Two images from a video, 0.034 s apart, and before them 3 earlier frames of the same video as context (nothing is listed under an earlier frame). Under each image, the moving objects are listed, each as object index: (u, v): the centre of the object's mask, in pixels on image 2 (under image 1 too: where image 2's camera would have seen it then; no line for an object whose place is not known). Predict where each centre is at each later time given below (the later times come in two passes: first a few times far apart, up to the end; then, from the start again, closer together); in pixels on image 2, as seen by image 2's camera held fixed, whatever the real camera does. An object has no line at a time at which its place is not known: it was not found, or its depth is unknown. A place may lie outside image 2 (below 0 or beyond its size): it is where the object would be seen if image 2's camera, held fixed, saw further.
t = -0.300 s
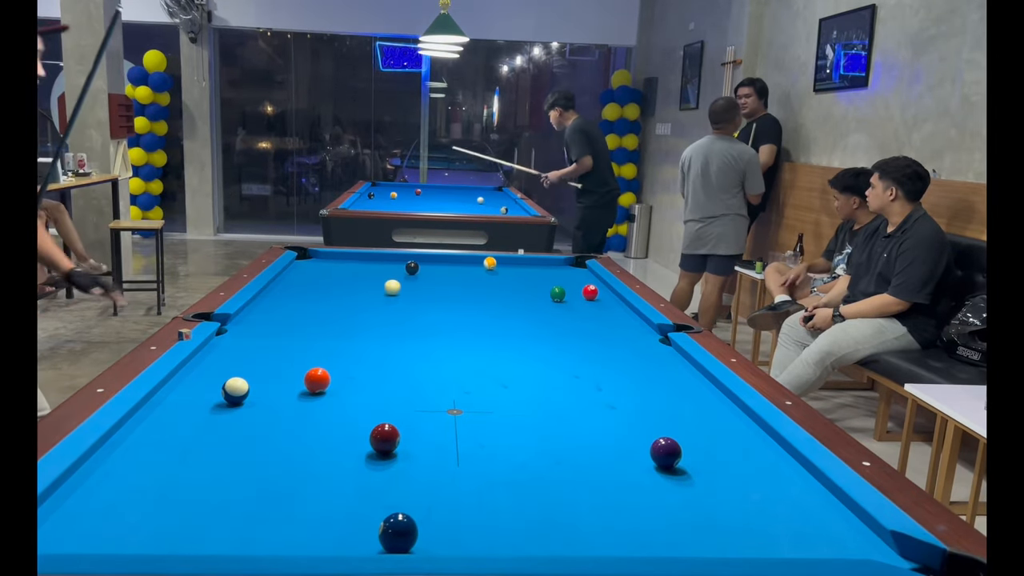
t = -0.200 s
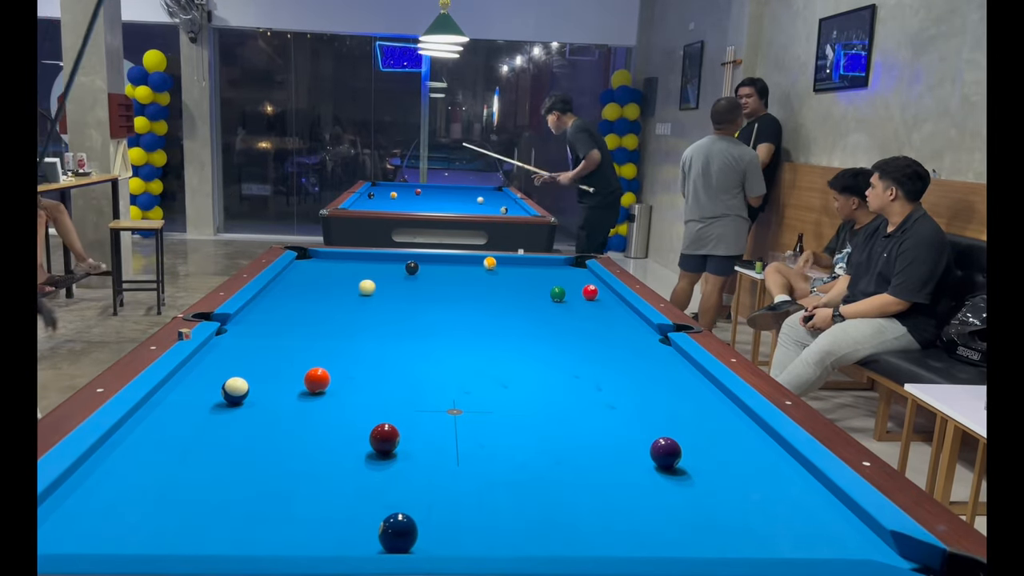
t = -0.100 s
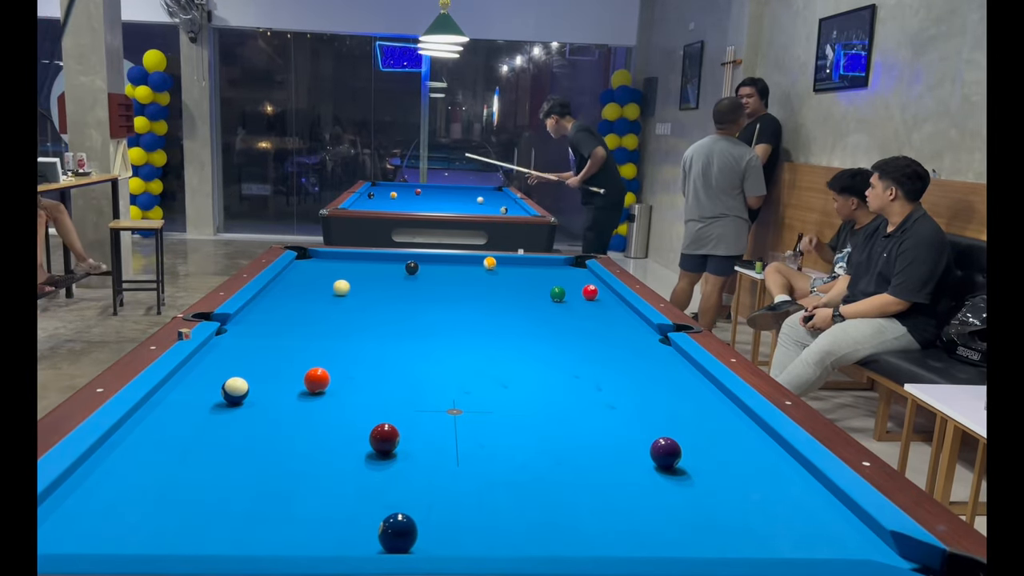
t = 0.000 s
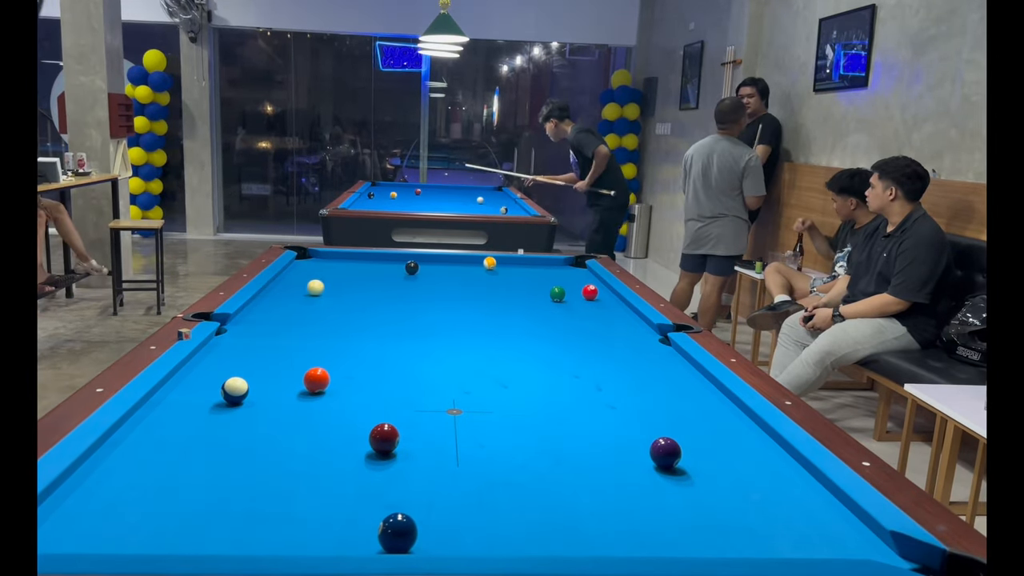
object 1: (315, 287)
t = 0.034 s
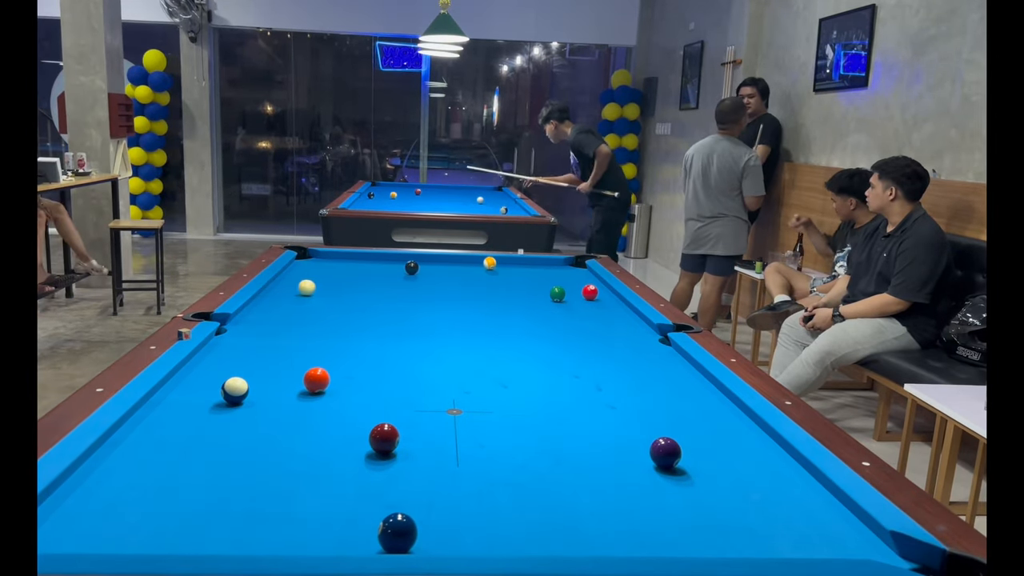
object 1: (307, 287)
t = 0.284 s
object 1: (287, 291)
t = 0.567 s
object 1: (315, 300)
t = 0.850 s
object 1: (345, 309)
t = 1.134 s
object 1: (375, 319)
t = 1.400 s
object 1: (405, 329)
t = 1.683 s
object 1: (438, 339)
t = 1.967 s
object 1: (472, 351)
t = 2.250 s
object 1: (507, 362)
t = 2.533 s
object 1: (544, 375)
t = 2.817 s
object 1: (581, 388)
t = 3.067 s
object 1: (615, 400)
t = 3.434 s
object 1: (659, 414)
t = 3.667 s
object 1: (700, 428)
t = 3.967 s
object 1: (743, 443)
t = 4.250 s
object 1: (783, 457)
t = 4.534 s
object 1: (785, 464)
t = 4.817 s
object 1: (780, 470)
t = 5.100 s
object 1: (776, 474)
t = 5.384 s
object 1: (774, 478)
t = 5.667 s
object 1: (773, 481)
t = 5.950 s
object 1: (771, 482)
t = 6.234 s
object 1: (771, 483)
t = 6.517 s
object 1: (771, 483)
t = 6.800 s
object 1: (771, 483)
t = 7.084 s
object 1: (771, 484)
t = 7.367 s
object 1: (771, 484)
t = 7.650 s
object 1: (771, 484)
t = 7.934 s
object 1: (771, 484)
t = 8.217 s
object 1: (771, 484)
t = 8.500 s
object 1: (771, 484)
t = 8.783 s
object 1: (771, 484)
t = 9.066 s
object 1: (771, 484)
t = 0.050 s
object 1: (302, 287)
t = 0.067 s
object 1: (298, 287)
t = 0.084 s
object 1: (293, 287)
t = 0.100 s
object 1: (289, 287)
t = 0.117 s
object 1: (285, 287)
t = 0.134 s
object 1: (281, 287)
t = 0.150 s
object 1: (276, 287)
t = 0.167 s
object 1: (272, 287)
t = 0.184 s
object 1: (272, 287)
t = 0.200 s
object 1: (275, 288)
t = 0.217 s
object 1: (277, 289)
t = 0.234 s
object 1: (280, 289)
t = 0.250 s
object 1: (282, 290)
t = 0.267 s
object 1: (285, 290)
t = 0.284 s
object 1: (287, 291)
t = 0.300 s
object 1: (289, 292)
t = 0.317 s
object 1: (290, 292)
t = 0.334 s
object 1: (292, 293)
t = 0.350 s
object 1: (294, 293)
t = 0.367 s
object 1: (295, 294)
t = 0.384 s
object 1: (297, 294)
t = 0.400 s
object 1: (299, 295)
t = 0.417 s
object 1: (300, 295)
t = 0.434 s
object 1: (302, 296)
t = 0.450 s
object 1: (303, 296)
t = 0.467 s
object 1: (305, 297)
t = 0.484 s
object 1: (307, 297)
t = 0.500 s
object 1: (309, 298)
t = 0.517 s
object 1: (310, 298)
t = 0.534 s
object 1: (312, 299)
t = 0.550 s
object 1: (314, 299)
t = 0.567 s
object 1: (315, 300)
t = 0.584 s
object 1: (317, 300)
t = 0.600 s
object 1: (319, 301)
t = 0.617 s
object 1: (320, 302)
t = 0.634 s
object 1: (322, 302)
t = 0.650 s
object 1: (324, 303)
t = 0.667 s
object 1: (325, 303)
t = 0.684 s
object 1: (327, 304)
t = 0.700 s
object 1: (329, 305)
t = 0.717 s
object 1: (331, 305)
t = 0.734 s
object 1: (332, 305)
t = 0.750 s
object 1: (334, 306)
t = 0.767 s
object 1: (336, 306)
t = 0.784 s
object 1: (338, 307)
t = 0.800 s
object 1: (339, 307)
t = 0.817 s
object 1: (341, 308)
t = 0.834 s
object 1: (343, 308)
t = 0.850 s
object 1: (345, 309)
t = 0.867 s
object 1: (346, 310)
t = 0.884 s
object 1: (348, 310)
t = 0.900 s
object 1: (350, 311)
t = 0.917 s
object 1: (351, 311)
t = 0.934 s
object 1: (353, 312)
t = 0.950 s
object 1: (355, 312)
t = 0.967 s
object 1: (357, 313)
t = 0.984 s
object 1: (359, 314)
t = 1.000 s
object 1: (360, 314)
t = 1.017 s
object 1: (362, 315)
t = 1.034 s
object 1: (364, 315)
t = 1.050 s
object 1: (366, 316)
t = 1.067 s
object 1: (368, 317)
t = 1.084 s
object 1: (369, 317)
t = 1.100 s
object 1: (371, 318)
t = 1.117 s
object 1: (373, 318)
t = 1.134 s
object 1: (375, 319)
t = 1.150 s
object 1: (377, 320)
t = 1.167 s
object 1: (378, 320)
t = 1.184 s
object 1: (380, 321)
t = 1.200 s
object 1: (382, 321)
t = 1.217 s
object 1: (384, 322)
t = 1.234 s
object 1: (386, 323)
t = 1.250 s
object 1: (388, 323)
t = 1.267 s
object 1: (390, 324)
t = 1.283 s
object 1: (392, 324)
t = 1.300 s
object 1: (393, 325)
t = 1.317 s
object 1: (395, 326)
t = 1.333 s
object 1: (397, 326)
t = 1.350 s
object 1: (399, 327)
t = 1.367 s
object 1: (401, 328)
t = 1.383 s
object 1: (403, 328)
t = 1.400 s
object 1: (405, 329)
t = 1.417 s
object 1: (407, 329)
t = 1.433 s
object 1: (409, 330)
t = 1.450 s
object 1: (411, 330)
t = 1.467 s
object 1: (413, 331)
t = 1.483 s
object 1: (414, 332)
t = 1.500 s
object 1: (416, 333)
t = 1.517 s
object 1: (418, 333)
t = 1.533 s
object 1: (420, 334)
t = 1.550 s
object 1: (422, 335)
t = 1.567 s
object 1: (424, 335)
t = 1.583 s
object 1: (426, 336)
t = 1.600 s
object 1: (428, 336)
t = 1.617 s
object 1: (430, 337)
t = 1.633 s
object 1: (432, 338)
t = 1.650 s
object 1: (434, 338)
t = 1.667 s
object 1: (436, 339)
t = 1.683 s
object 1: (438, 339)
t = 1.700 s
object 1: (440, 340)
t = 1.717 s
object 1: (442, 341)
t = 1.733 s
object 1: (444, 341)
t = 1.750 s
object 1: (446, 342)
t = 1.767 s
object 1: (448, 343)
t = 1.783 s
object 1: (450, 343)
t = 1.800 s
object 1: (452, 344)
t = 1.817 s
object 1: (454, 345)
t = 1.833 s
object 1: (456, 345)
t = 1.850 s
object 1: (458, 346)
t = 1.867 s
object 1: (460, 346)
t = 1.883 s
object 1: (462, 348)
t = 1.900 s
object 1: (464, 348)
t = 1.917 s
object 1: (466, 349)
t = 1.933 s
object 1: (468, 350)
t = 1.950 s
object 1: (470, 350)
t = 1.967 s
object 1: (472, 351)
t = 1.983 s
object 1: (474, 351)
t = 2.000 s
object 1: (476, 352)
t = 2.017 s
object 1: (478, 353)
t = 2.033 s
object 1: (480, 353)
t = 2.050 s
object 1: (482, 354)
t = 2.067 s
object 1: (484, 355)
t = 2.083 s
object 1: (486, 355)
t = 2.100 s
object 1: (488, 356)
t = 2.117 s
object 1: (491, 357)
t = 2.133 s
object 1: (493, 358)
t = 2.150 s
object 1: (495, 358)
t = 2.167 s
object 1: (497, 359)
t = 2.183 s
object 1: (499, 359)
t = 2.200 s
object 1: (501, 360)
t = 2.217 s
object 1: (503, 361)
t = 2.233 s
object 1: (505, 362)
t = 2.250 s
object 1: (507, 362)
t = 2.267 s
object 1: (509, 363)
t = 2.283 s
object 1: (511, 364)
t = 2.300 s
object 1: (514, 365)
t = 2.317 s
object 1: (516, 365)
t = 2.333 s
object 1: (518, 366)
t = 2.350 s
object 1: (520, 367)
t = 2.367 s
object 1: (522, 367)
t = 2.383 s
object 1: (524, 368)
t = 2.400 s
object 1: (526, 369)
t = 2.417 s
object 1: (529, 369)
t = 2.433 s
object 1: (531, 371)
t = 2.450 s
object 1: (533, 371)
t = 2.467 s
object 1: (535, 372)
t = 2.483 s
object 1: (537, 373)
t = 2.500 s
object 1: (540, 374)
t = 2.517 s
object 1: (542, 374)
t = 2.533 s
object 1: (544, 375)
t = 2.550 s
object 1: (546, 375)
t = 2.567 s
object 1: (548, 376)
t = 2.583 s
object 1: (551, 377)
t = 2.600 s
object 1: (553, 377)
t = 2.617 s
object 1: (555, 379)
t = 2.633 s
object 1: (557, 379)
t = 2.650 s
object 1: (559, 380)
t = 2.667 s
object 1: (561, 381)
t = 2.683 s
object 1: (564, 381)
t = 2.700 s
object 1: (566, 382)
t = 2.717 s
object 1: (568, 383)
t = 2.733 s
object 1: (570, 383)
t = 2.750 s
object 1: (572, 384)
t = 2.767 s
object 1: (575, 385)
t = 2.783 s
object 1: (577, 386)
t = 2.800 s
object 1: (579, 387)
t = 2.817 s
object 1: (581, 388)
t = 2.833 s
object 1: (584, 388)
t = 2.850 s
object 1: (586, 389)
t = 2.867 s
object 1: (588, 390)
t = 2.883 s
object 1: (590, 390)
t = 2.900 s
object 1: (593, 391)
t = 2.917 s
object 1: (595, 391)
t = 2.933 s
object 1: (597, 393)
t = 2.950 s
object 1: (599, 394)
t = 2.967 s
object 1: (599, 394)
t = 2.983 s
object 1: (604, 396)
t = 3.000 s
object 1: (606, 396)
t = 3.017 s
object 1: (608, 397)
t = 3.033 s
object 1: (611, 398)
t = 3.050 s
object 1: (613, 399)
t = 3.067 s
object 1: (615, 400)
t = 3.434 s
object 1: (659, 414)
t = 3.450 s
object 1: (667, 418)
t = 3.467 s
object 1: (671, 419)
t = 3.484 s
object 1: (673, 419)
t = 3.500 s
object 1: (676, 420)
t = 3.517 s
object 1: (679, 421)
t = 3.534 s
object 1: (681, 422)
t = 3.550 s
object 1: (683, 422)
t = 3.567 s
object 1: (686, 423)
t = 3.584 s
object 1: (688, 424)
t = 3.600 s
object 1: (690, 425)
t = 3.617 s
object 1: (693, 426)
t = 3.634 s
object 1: (695, 427)
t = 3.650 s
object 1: (698, 427)
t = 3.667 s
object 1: (700, 428)
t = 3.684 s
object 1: (702, 429)
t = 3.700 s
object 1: (705, 430)
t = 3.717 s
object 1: (707, 431)
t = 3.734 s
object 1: (710, 432)
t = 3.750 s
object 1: (712, 432)
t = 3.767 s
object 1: (714, 433)
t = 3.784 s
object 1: (717, 434)
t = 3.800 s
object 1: (719, 435)
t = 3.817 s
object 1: (722, 436)
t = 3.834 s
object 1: (724, 436)
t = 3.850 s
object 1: (726, 437)
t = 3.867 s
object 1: (729, 438)
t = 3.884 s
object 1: (731, 439)
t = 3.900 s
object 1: (733, 440)
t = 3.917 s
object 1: (736, 441)
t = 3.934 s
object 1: (738, 441)
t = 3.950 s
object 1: (741, 442)
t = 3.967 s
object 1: (743, 443)
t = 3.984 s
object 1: (745, 444)
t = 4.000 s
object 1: (748, 445)
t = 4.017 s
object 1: (750, 445)
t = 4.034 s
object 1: (753, 446)
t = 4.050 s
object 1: (755, 447)
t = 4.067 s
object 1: (757, 448)
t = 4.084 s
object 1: (760, 449)
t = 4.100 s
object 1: (762, 449)
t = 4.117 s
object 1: (764, 451)
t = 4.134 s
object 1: (766, 451)
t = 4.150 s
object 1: (769, 452)
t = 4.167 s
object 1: (771, 453)
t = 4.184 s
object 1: (774, 454)
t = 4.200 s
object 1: (776, 454)
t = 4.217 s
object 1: (778, 455)
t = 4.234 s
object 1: (780, 456)
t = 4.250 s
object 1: (783, 457)
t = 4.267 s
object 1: (785, 458)
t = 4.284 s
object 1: (788, 459)
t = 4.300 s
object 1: (789, 459)
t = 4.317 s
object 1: (788, 459)
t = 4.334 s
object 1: (788, 460)
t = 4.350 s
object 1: (788, 460)
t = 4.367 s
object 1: (787, 460)
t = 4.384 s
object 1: (787, 461)
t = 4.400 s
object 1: (787, 461)
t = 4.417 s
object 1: (787, 461)
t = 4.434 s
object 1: (786, 462)
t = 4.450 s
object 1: (786, 462)
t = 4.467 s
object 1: (786, 462)
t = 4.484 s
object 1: (786, 463)
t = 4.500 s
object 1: (785, 463)
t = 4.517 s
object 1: (785, 464)
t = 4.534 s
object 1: (785, 464)
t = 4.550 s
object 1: (784, 465)
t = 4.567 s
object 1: (784, 465)
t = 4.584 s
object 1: (784, 465)
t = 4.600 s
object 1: (784, 466)
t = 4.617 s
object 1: (783, 466)
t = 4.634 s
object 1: (783, 466)
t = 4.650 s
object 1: (783, 467)
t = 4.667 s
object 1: (782, 467)
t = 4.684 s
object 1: (782, 467)
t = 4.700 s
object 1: (782, 467)
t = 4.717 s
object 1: (782, 468)
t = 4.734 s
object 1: (781, 468)
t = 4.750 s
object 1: (781, 468)
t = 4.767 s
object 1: (781, 468)
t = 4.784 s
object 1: (780, 469)
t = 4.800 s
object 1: (780, 469)
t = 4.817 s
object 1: (780, 470)
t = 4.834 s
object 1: (780, 470)
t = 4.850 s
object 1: (780, 470)
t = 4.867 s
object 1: (780, 470)
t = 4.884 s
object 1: (779, 471)
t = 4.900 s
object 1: (779, 471)
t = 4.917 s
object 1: (779, 472)
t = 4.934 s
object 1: (778, 472)
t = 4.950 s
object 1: (778, 472)
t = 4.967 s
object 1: (778, 472)
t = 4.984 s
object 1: (778, 473)
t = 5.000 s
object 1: (778, 473)
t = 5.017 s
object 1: (777, 473)
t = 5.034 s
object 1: (777, 473)
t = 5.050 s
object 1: (777, 473)
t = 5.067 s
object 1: (777, 474)
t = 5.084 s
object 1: (777, 474)
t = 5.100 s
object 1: (776, 474)
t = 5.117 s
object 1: (776, 475)
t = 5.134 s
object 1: (776, 475)
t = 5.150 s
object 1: (776, 475)
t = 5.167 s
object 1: (776, 475)
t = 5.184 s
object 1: (775, 476)
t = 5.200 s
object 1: (775, 476)
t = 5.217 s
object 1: (775, 476)
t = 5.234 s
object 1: (775, 476)
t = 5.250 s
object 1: (775, 476)
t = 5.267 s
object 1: (775, 477)
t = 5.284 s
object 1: (775, 477)
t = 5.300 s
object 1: (774, 477)
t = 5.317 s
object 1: (774, 477)
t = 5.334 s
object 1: (774, 478)
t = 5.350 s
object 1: (774, 478)
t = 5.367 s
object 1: (774, 478)
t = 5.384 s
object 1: (774, 478)
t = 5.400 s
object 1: (774, 478)
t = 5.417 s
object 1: (774, 478)
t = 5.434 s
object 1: (774, 478)
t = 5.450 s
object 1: (774, 479)
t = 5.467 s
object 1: (774, 479)
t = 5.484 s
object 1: (774, 479)
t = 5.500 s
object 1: (773, 479)
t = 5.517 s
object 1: (773, 479)
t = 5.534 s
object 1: (773, 479)
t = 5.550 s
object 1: (773, 479)
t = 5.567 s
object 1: (773, 480)
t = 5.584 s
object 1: (773, 480)
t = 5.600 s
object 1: (773, 480)
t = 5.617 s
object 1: (773, 480)
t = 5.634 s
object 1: (773, 480)
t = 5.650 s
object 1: (773, 480)
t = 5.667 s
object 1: (773, 481)
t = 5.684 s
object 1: (773, 480)
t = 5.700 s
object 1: (773, 481)
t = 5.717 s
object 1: (773, 481)
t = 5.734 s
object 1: (772, 481)
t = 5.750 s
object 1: (772, 481)
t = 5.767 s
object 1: (772, 481)
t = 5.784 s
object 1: (772, 481)
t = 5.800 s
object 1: (772, 481)
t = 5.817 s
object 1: (772, 482)
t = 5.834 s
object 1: (772, 482)
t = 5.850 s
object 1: (772, 482)
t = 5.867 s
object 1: (772, 482)
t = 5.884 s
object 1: (772, 482)
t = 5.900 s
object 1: (772, 482)
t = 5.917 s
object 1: (771, 482)
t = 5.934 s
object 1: (771, 482)
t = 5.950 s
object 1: (771, 482)
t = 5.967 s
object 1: (771, 482)
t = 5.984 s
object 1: (771, 482)
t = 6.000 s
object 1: (771, 482)
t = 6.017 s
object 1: (771, 482)
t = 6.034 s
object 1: (771, 482)
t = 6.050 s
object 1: (771, 482)
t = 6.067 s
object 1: (771, 483)
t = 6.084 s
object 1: (771, 483)
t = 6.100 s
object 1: (771, 483)
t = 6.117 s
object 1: (771, 483)
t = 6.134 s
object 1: (771, 483)
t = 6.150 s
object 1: (771, 483)
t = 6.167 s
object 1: (771, 483)
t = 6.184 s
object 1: (771, 483)
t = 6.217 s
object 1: (771, 483)
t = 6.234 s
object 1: (771, 483)
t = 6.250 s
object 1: (771, 483)
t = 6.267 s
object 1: (771, 483)
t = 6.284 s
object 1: (771, 483)
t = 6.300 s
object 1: (771, 483)
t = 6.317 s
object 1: (771, 483)
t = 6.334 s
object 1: (771, 483)
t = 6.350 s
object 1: (771, 483)
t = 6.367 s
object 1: (771, 483)
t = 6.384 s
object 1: (771, 483)
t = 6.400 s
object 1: (771, 483)
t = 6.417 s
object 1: (771, 483)
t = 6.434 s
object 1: (771, 483)
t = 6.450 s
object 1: (771, 483)
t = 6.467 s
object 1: (771, 483)
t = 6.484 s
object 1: (771, 483)
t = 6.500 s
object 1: (771, 483)
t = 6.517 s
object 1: (771, 483)
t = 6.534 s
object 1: (771, 483)
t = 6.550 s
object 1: (771, 483)
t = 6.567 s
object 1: (771, 483)
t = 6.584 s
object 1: (771, 483)
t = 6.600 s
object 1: (771, 483)
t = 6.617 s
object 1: (771, 483)
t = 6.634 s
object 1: (771, 483)
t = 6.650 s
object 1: (771, 483)
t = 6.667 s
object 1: (771, 483)
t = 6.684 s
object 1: (771, 483)
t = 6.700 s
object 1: (771, 483)
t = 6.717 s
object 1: (771, 483)
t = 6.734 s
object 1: (771, 483)
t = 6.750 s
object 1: (771, 483)
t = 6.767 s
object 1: (771, 483)
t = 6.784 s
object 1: (771, 483)
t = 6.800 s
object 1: (771, 483)
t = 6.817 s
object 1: (771, 483)
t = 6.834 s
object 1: (771, 483)
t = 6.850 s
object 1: (771, 483)
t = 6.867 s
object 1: (771, 483)
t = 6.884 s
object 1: (771, 483)
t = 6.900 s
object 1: (771, 483)
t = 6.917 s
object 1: (771, 483)
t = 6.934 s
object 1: (771, 483)
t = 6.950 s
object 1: (771, 483)
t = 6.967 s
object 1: (771, 483)
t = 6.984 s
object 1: (771, 484)
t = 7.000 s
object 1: (771, 484)
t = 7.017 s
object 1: (771, 483)
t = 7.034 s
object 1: (771, 484)
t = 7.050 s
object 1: (771, 484)
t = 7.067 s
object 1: (771, 484)
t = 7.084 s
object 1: (771, 484)
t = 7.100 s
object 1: (771, 483)
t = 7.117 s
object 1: (771, 483)
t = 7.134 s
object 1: (771, 483)
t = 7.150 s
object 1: (771, 484)
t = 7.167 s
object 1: (771, 484)
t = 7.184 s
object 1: (771, 484)
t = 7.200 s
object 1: (771, 484)
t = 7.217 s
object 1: (771, 484)
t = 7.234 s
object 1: (771, 484)
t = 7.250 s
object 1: (771, 483)
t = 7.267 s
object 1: (771, 484)
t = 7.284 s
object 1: (771, 484)
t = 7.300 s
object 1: (771, 484)
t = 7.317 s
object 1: (771, 484)
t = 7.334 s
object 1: (771, 484)
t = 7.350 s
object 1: (771, 484)
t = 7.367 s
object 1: (771, 484)
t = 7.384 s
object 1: (771, 484)
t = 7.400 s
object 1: (771, 484)
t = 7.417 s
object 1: (771, 484)
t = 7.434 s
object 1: (771, 484)
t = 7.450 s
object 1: (771, 484)
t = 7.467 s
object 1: (771, 484)
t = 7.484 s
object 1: (771, 484)
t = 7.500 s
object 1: (771, 484)
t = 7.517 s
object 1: (771, 484)
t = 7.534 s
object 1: (771, 484)
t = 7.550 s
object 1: (771, 484)
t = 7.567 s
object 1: (771, 484)
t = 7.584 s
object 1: (771, 484)
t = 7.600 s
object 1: (771, 484)
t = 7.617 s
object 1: (771, 484)
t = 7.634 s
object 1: (771, 484)
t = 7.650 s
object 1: (771, 484)
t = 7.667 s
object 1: (771, 484)
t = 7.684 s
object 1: (771, 484)
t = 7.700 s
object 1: (771, 484)
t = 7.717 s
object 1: (771, 484)
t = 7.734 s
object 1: (771, 484)
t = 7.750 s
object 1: (771, 484)
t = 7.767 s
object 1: (771, 484)
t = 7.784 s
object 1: (771, 484)
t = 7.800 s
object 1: (771, 484)
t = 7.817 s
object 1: (771, 484)
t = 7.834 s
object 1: (771, 484)
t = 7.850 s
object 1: (771, 484)
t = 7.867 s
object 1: (771, 484)
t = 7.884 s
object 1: (771, 484)
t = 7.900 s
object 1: (771, 484)
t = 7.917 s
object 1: (771, 484)
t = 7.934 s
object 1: (771, 484)
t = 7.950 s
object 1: (771, 484)
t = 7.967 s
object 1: (771, 484)
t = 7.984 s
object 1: (771, 484)
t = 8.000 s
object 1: (771, 484)
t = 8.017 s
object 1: (771, 484)
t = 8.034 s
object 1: (771, 484)
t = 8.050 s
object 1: (771, 484)
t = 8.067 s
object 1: (771, 484)
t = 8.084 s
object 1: (771, 484)
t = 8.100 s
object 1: (771, 484)
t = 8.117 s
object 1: (771, 484)
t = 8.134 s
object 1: (771, 484)
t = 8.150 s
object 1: (771, 484)
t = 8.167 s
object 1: (771, 484)
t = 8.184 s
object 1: (771, 484)
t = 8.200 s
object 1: (771, 484)
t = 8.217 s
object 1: (771, 484)
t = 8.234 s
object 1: (771, 484)
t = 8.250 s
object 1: (771, 484)
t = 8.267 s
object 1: (771, 485)
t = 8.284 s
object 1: (771, 484)
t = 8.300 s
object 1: (771, 484)
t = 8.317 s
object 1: (771, 484)
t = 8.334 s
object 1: (771, 484)
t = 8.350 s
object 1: (771, 484)
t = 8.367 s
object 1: (771, 484)
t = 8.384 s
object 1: (771, 484)
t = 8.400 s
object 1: (771, 484)
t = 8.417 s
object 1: (771, 484)
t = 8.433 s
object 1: (771, 484)
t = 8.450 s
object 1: (771, 484)
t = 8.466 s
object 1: (771, 484)
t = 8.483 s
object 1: (771, 484)
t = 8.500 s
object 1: (771, 484)
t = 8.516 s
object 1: (771, 484)
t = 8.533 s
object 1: (771, 484)
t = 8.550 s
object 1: (771, 484)
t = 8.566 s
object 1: (771, 484)
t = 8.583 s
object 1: (771, 484)
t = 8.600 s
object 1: (771, 484)
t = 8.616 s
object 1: (771, 484)
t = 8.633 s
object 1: (771, 484)
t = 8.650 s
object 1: (771, 484)
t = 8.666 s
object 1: (771, 484)
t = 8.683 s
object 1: (771, 484)
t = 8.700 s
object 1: (771, 484)
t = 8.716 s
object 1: (771, 484)
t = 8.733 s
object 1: (771, 484)
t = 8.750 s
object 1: (771, 484)
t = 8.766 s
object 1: (771, 484)
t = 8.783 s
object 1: (771, 484)
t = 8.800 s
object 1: (771, 484)
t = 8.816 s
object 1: (771, 484)
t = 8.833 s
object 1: (771, 484)
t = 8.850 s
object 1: (771, 484)
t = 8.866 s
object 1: (771, 484)
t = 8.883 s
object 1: (771, 484)
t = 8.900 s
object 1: (771, 484)
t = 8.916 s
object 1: (771, 484)
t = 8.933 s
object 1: (771, 484)
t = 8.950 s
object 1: (771, 484)
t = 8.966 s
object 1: (770, 484)
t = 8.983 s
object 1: (771, 484)
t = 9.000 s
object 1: (771, 484)
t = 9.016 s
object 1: (771, 484)
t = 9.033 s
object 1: (771, 484)
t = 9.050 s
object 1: (771, 484)
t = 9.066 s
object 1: (771, 484)
